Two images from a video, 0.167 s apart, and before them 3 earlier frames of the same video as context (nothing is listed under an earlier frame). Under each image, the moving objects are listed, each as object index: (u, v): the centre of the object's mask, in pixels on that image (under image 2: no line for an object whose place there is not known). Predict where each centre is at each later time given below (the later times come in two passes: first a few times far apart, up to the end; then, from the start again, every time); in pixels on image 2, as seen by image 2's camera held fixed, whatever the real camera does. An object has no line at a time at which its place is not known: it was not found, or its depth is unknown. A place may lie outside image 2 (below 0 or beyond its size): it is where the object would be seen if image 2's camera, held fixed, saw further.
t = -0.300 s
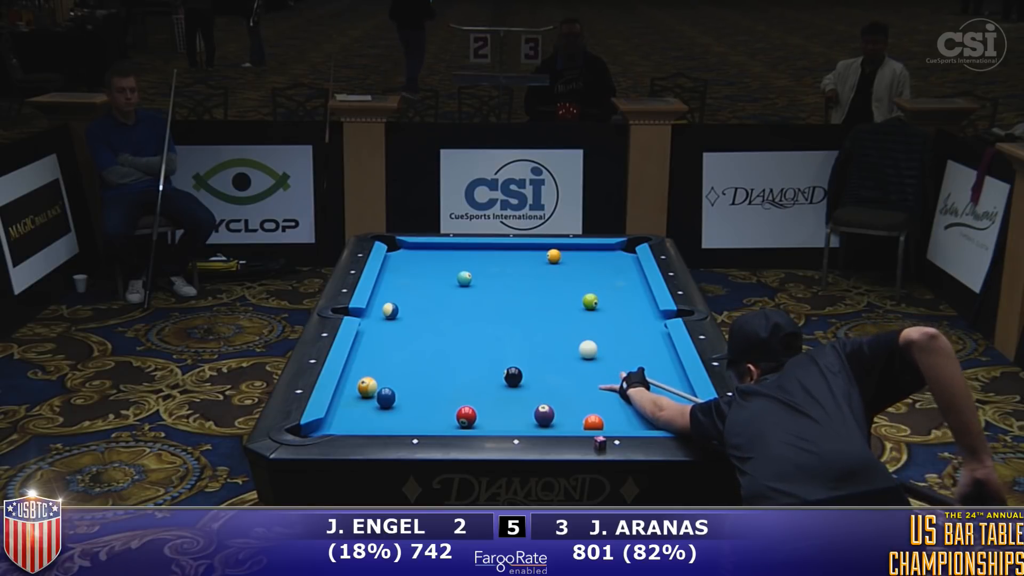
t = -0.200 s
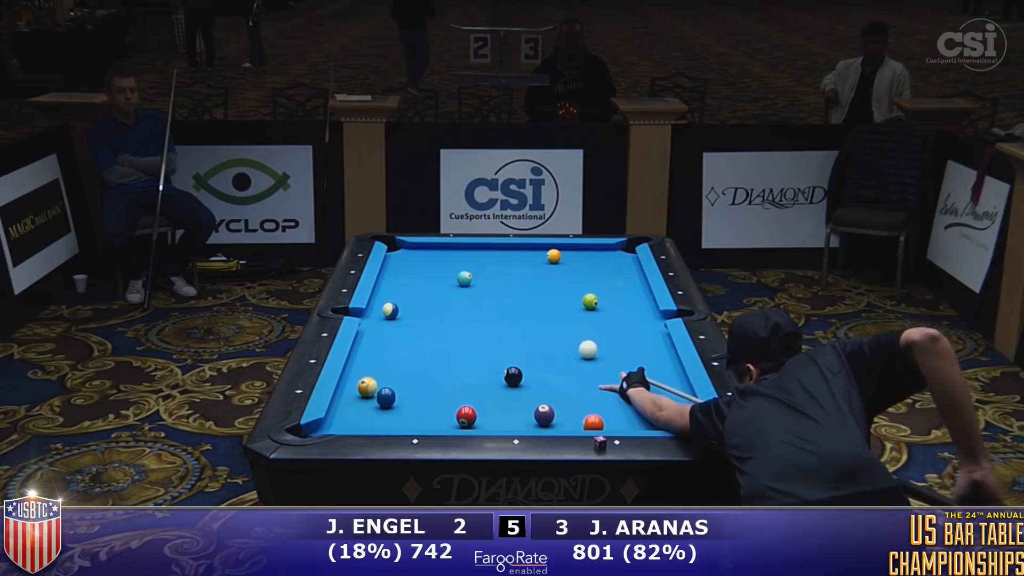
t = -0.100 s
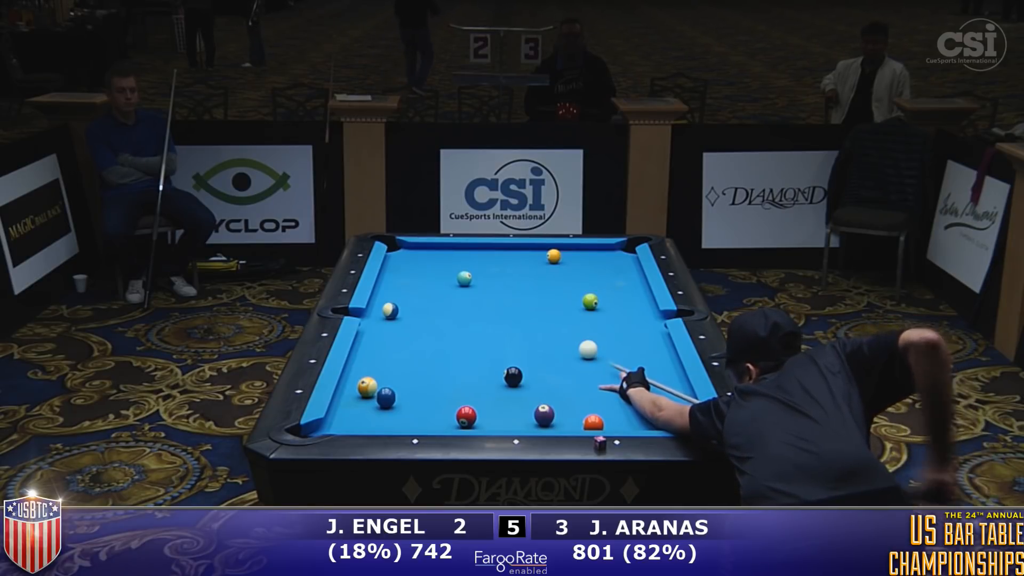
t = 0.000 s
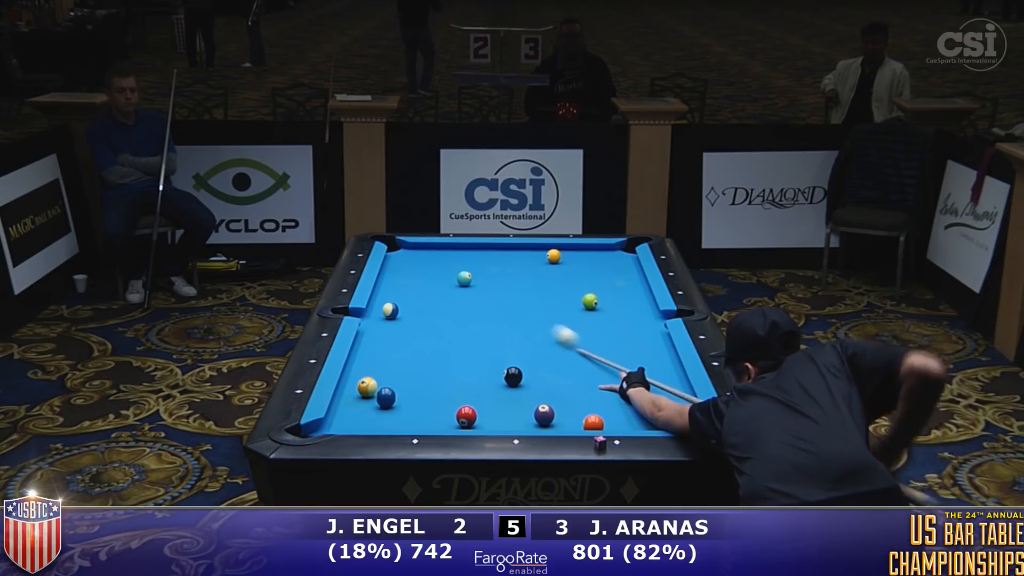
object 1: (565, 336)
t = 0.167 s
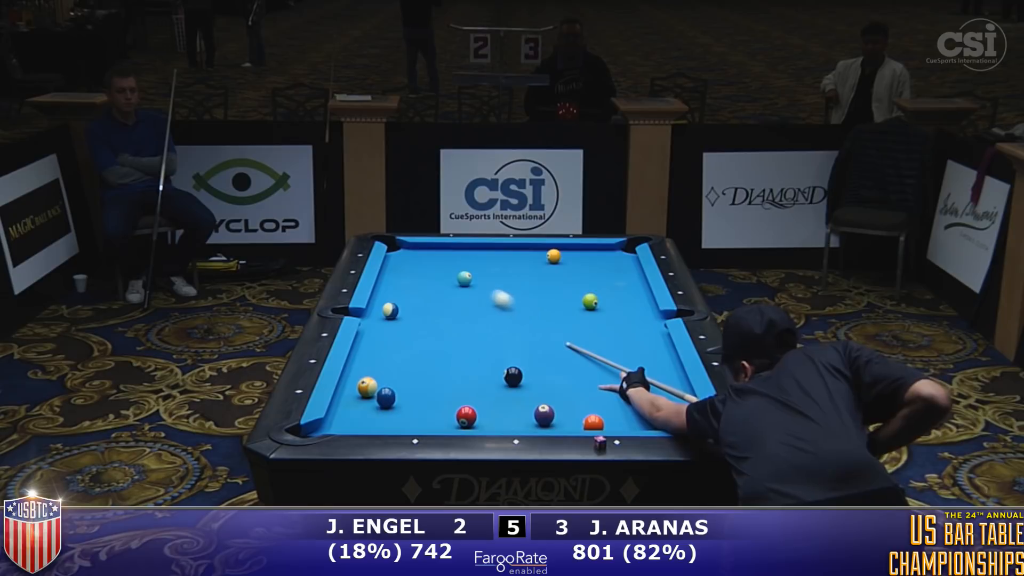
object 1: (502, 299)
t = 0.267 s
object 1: (474, 283)
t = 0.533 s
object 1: (479, 281)
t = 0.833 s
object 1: (485, 281)
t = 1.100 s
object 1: (489, 280)
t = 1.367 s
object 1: (492, 280)
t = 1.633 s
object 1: (494, 280)
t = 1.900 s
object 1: (495, 280)
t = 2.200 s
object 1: (495, 280)
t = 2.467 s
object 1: (494, 280)
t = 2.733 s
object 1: (494, 280)
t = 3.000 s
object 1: (494, 280)
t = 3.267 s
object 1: (494, 280)
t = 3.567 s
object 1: (495, 280)
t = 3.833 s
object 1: (494, 280)
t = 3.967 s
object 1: (494, 280)
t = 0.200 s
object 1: (492, 293)
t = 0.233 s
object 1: (483, 288)
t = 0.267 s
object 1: (474, 283)
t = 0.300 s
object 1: (473, 282)
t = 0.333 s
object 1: (474, 282)
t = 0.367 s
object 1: (474, 282)
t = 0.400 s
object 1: (475, 281)
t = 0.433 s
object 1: (476, 281)
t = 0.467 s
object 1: (477, 281)
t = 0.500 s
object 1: (478, 281)
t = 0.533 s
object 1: (479, 281)
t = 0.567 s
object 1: (479, 281)
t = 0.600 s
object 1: (480, 281)
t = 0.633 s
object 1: (481, 281)
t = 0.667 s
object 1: (482, 281)
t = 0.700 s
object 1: (482, 281)
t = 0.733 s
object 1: (483, 281)
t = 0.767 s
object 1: (484, 281)
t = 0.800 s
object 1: (484, 281)
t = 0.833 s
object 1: (485, 281)
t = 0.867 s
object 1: (486, 281)
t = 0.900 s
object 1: (486, 281)
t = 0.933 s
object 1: (487, 281)
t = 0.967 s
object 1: (487, 280)
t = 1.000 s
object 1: (488, 280)
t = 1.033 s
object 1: (488, 280)
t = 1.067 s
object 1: (489, 280)
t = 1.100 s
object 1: (489, 280)
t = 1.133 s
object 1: (490, 280)
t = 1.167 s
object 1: (490, 280)
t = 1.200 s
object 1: (490, 280)
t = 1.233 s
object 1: (491, 280)
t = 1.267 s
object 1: (491, 280)
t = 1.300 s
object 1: (492, 280)
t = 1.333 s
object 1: (492, 280)
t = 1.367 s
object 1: (492, 280)
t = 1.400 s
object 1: (493, 280)
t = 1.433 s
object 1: (493, 280)
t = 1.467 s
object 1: (493, 280)
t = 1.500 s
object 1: (493, 280)
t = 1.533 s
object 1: (494, 280)
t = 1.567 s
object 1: (494, 280)
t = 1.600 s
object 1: (494, 280)
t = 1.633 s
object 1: (494, 280)
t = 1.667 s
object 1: (494, 280)
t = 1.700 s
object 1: (494, 280)
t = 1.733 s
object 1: (494, 280)
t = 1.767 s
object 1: (494, 280)
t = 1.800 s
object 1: (495, 280)
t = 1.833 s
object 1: (495, 280)
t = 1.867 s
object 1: (495, 280)
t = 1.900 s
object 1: (495, 280)
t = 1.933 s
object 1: (495, 280)
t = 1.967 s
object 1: (495, 280)
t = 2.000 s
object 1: (495, 280)
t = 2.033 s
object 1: (495, 280)
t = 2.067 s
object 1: (495, 280)
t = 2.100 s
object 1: (495, 280)
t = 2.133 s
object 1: (495, 280)
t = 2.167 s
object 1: (495, 280)
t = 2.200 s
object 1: (495, 280)
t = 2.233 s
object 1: (494, 280)
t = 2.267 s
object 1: (494, 280)
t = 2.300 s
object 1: (494, 280)
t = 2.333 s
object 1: (494, 280)
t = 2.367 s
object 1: (494, 280)
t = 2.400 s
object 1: (494, 280)
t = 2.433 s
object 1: (494, 280)
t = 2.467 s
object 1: (494, 280)
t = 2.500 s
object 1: (494, 280)
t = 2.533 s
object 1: (494, 280)
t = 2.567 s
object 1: (494, 280)
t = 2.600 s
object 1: (494, 280)
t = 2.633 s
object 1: (494, 280)
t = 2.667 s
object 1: (494, 280)
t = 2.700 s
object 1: (494, 280)
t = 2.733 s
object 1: (494, 280)
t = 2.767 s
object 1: (494, 280)
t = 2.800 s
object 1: (494, 280)
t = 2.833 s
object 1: (495, 280)
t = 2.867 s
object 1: (494, 280)
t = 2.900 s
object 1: (495, 280)
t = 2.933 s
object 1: (494, 280)
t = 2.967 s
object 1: (494, 280)
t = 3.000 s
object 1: (494, 280)
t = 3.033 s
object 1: (494, 280)
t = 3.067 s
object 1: (494, 280)
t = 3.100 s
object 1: (494, 280)
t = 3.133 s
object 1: (494, 280)
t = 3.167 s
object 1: (495, 280)
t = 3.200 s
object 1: (494, 280)
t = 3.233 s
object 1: (494, 280)
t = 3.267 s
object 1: (494, 280)
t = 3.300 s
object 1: (494, 280)
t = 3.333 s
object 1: (495, 280)
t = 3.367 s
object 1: (495, 280)
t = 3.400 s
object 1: (495, 280)
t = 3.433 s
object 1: (495, 280)
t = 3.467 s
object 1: (495, 280)
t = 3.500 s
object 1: (495, 280)
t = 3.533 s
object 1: (495, 280)
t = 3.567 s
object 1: (495, 280)
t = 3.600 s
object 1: (495, 280)
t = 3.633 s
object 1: (495, 280)
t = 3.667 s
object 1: (494, 280)
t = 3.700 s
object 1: (494, 280)
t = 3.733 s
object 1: (494, 280)
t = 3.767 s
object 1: (494, 280)
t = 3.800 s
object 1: (494, 280)
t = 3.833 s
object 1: (494, 280)
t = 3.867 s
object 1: (494, 280)
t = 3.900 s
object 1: (494, 280)
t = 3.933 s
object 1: (495, 280)
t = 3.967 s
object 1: (494, 280)
